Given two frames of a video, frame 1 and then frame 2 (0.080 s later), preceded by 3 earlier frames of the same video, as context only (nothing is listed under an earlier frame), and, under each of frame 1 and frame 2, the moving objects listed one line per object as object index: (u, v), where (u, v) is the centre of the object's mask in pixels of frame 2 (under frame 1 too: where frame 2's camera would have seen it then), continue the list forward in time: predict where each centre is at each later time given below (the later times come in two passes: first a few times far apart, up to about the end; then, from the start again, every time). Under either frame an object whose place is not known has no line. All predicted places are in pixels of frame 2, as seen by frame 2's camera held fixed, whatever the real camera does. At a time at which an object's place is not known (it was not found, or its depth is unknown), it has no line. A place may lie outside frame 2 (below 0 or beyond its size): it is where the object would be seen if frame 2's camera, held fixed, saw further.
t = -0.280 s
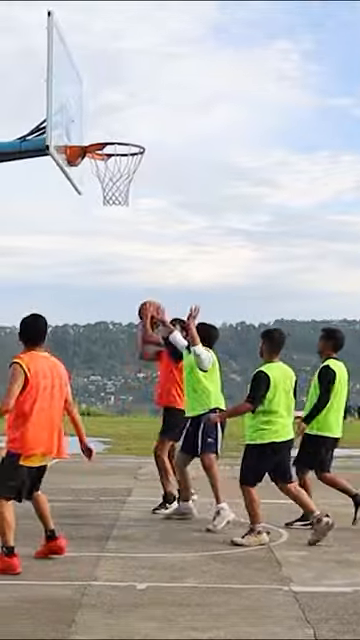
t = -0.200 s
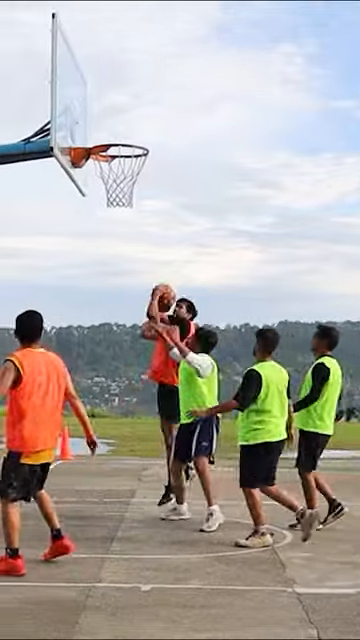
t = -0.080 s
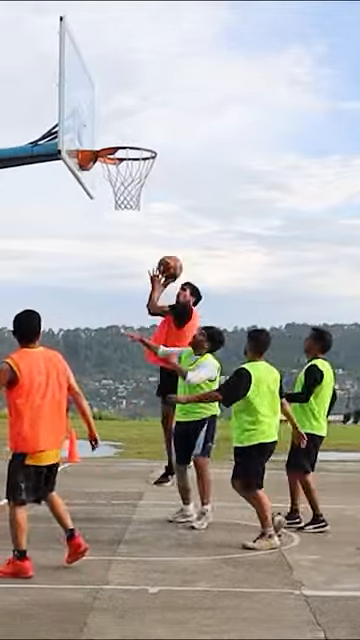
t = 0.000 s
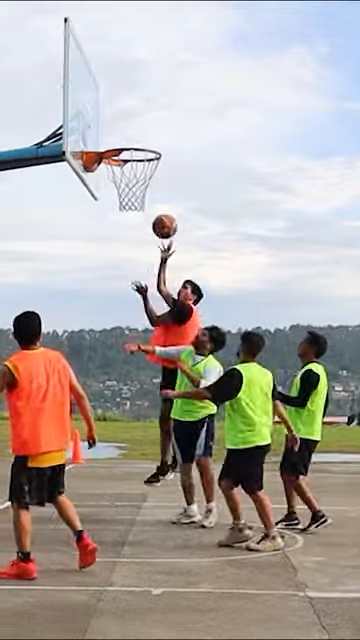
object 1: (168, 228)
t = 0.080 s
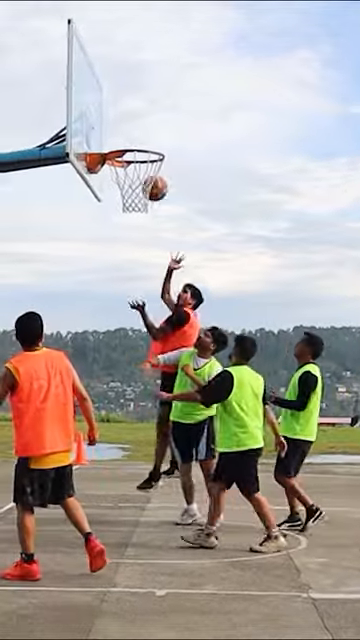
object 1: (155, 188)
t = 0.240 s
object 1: (125, 125)
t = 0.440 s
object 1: (116, 95)
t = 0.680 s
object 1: (142, 134)
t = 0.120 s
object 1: (147, 171)
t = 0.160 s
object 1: (140, 154)
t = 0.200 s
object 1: (133, 138)
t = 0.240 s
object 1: (125, 125)
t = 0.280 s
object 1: (117, 114)
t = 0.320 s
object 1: (109, 104)
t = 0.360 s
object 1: (107, 98)
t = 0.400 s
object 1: (112, 96)
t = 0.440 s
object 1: (116, 95)
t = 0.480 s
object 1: (120, 97)
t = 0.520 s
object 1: (125, 100)
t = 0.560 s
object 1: (129, 106)
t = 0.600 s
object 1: (133, 113)
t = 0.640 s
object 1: (138, 123)
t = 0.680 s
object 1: (142, 134)
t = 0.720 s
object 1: (147, 148)
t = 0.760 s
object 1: (151, 164)
